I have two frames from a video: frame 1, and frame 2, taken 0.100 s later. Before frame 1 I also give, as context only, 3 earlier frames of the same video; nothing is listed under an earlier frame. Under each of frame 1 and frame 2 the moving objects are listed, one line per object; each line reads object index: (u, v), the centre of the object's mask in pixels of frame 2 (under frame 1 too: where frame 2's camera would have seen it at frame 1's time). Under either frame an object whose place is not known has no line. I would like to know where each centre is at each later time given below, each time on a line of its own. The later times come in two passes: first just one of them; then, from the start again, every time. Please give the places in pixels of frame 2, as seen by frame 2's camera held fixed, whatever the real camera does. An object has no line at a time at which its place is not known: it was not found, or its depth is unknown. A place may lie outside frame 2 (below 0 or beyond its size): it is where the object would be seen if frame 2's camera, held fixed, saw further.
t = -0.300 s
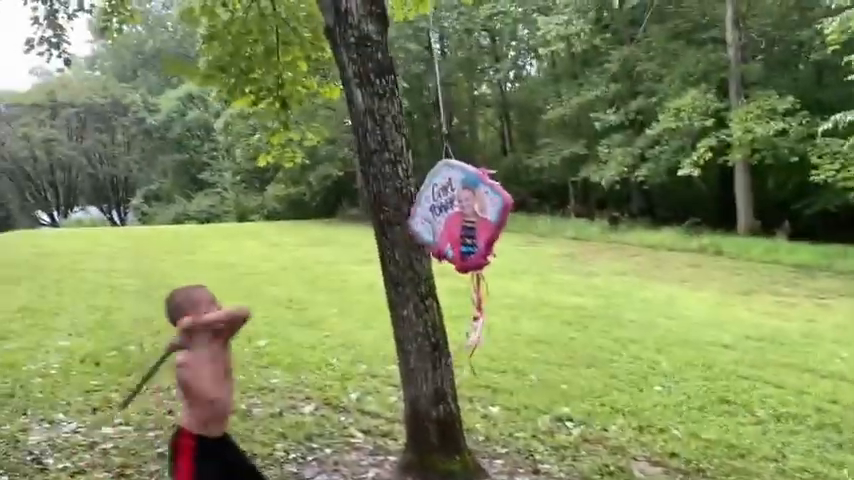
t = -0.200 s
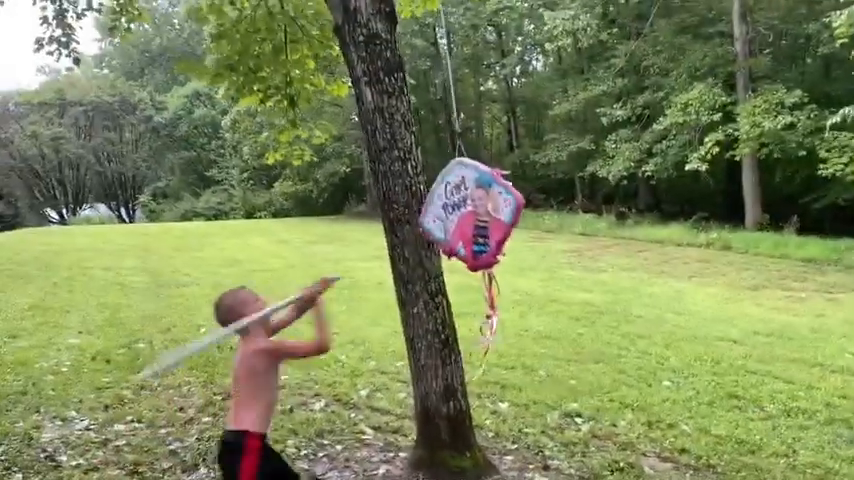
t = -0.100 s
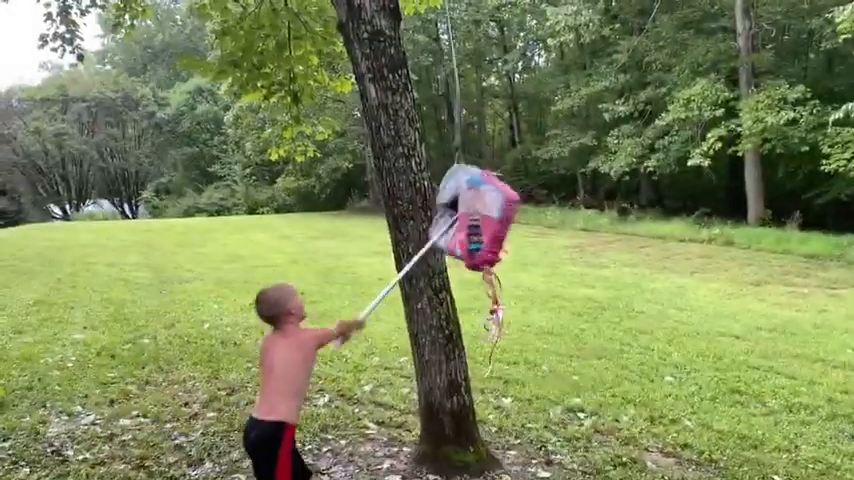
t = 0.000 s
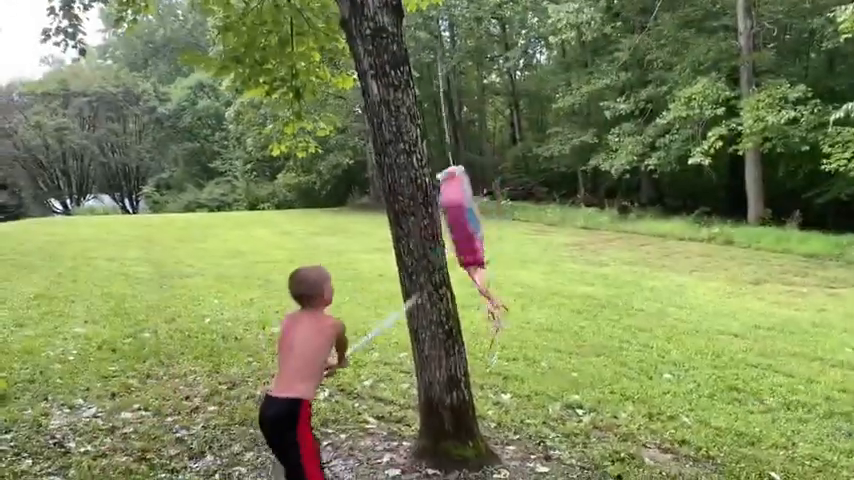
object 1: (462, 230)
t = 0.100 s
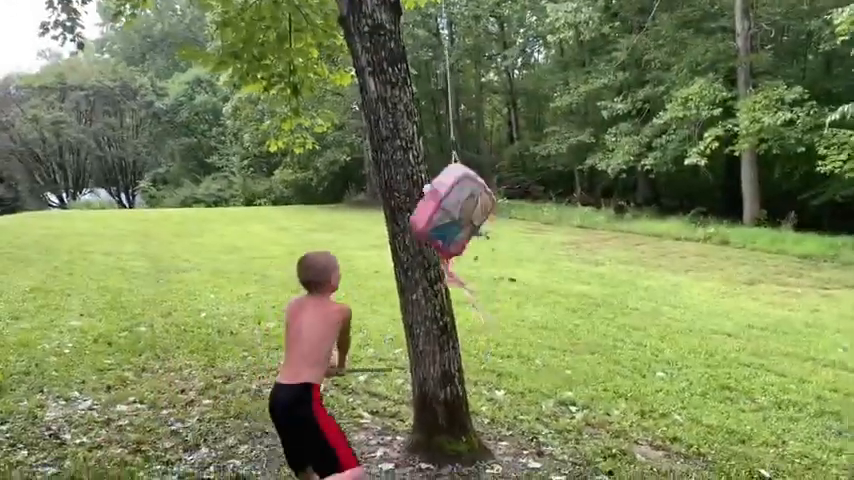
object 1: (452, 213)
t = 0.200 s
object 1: (437, 205)
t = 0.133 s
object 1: (447, 212)
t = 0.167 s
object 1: (442, 212)
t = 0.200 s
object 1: (437, 205)
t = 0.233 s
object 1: (434, 203)
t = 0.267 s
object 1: (436, 200)
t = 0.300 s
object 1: (439, 194)
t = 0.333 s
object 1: (441, 188)
